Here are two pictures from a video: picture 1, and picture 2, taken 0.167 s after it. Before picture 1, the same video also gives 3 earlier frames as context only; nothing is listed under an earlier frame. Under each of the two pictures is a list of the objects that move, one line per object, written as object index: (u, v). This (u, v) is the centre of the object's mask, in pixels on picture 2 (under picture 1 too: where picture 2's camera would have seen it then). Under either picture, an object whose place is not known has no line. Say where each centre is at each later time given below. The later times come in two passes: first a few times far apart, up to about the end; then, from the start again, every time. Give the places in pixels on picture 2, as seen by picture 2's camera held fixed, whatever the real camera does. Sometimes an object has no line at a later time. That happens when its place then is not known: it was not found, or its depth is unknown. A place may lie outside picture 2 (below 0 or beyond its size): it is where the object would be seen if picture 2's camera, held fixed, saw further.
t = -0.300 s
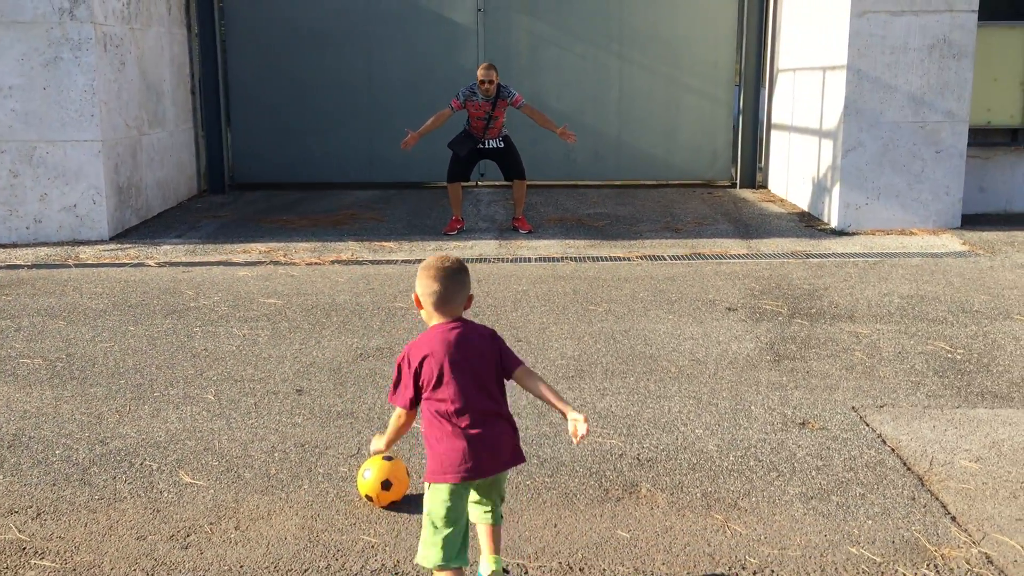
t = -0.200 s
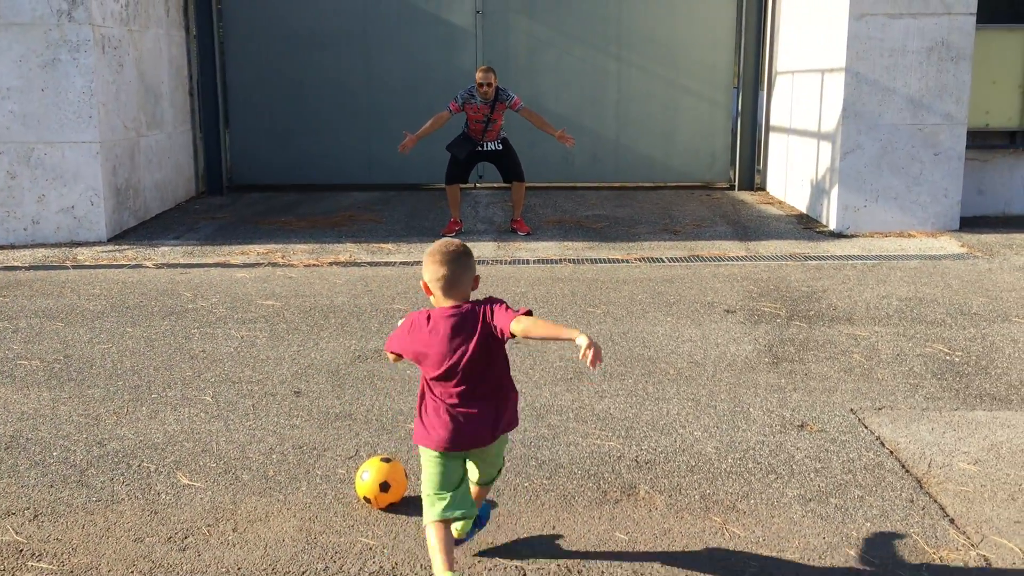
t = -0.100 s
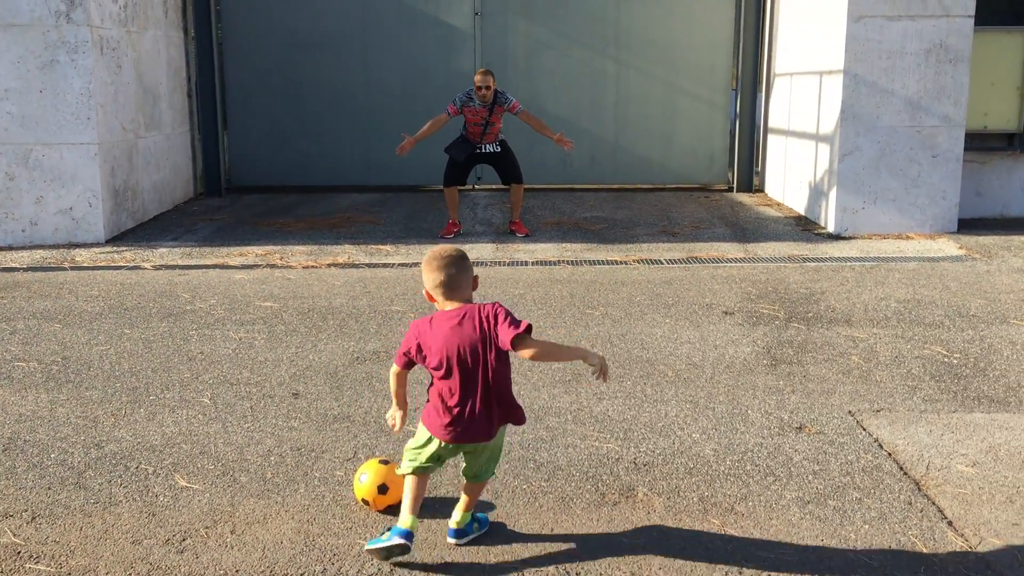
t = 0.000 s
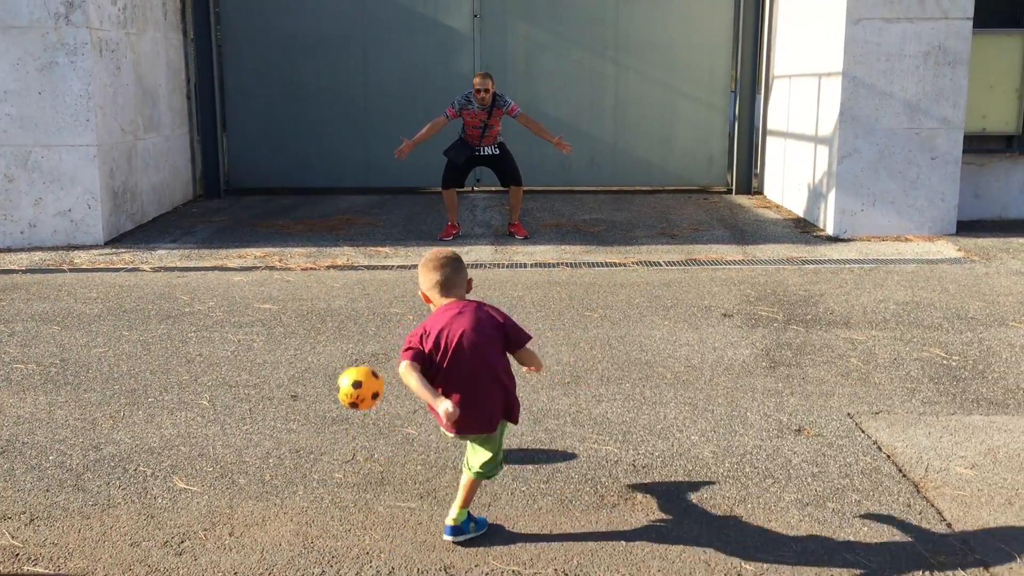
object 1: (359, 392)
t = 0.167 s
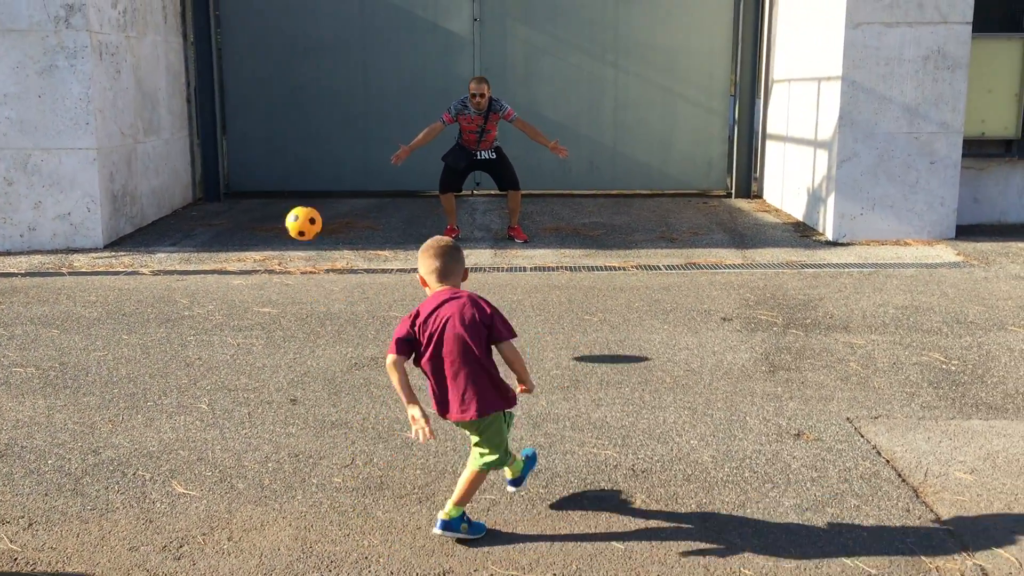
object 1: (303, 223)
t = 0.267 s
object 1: (287, 188)
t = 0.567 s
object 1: (267, 194)
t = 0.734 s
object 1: (263, 239)
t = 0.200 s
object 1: (299, 208)
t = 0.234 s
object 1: (292, 197)
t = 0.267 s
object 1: (287, 188)
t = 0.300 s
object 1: (284, 181)
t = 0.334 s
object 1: (281, 176)
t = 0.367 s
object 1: (277, 174)
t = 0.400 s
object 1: (274, 173)
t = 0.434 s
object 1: (273, 174)
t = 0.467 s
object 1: (271, 177)
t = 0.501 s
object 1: (269, 182)
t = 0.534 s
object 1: (268, 188)
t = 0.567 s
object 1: (267, 194)
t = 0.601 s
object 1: (266, 202)
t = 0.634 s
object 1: (264, 211)
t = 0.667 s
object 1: (264, 220)
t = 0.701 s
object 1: (264, 230)
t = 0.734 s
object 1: (263, 239)
